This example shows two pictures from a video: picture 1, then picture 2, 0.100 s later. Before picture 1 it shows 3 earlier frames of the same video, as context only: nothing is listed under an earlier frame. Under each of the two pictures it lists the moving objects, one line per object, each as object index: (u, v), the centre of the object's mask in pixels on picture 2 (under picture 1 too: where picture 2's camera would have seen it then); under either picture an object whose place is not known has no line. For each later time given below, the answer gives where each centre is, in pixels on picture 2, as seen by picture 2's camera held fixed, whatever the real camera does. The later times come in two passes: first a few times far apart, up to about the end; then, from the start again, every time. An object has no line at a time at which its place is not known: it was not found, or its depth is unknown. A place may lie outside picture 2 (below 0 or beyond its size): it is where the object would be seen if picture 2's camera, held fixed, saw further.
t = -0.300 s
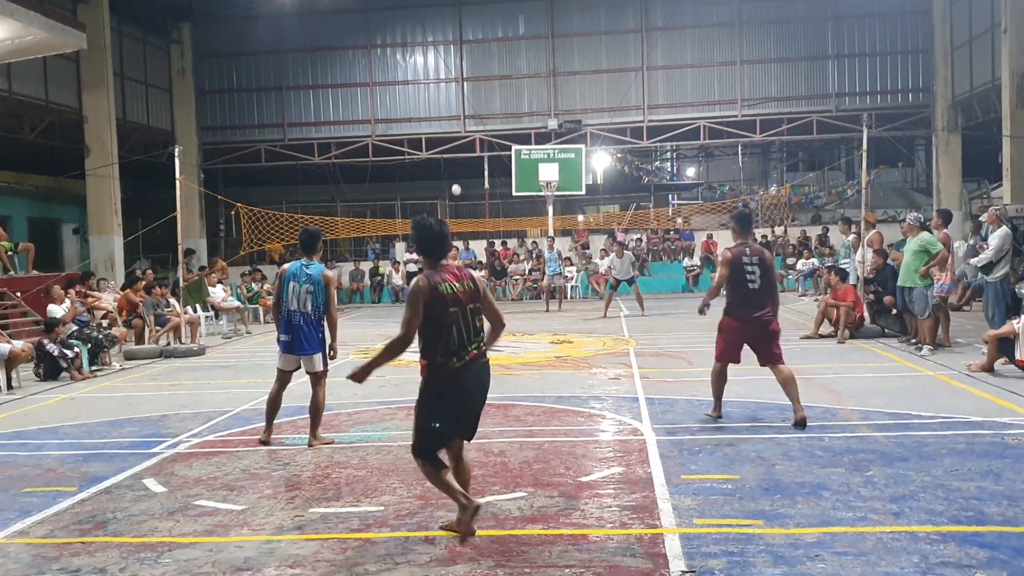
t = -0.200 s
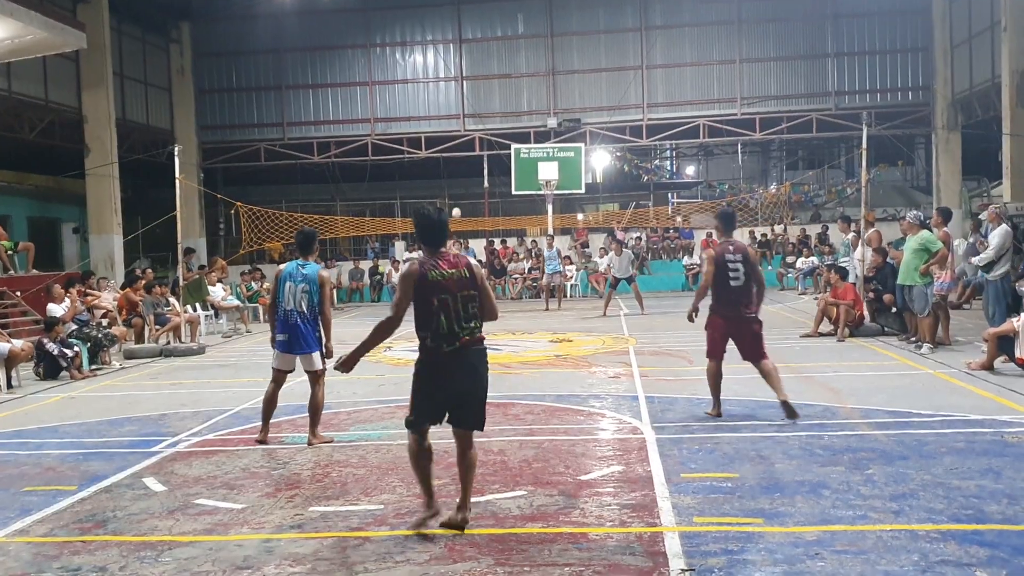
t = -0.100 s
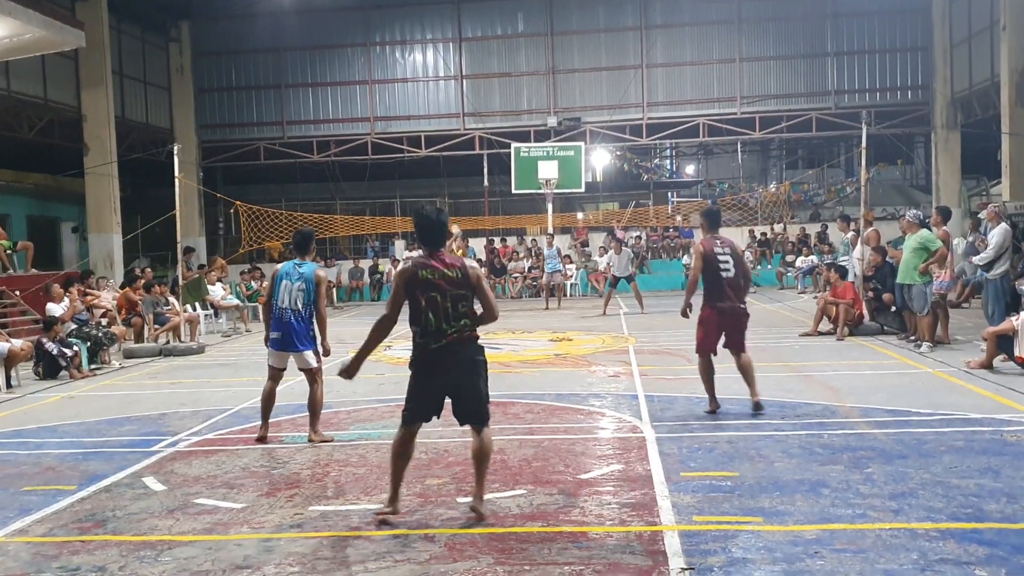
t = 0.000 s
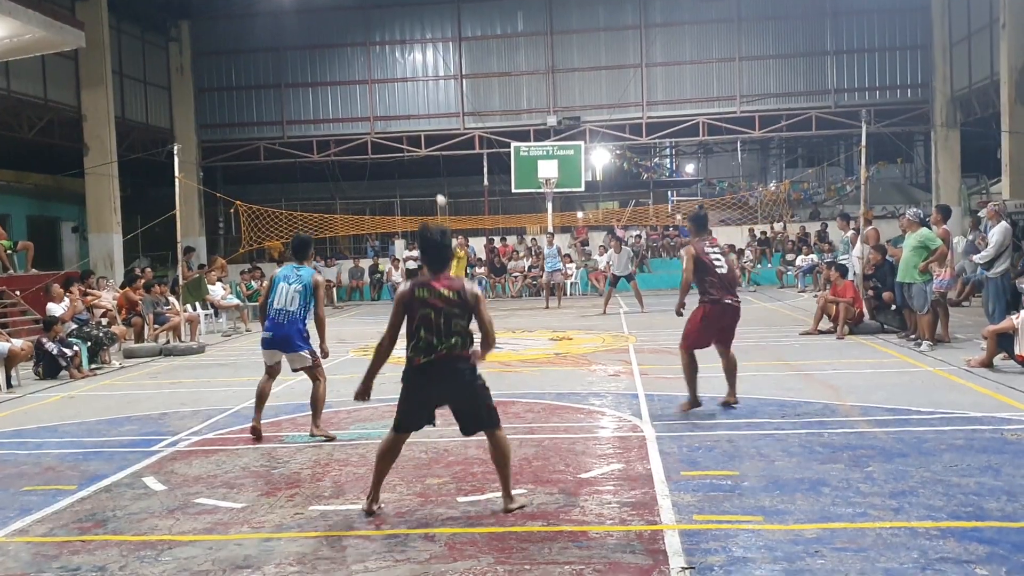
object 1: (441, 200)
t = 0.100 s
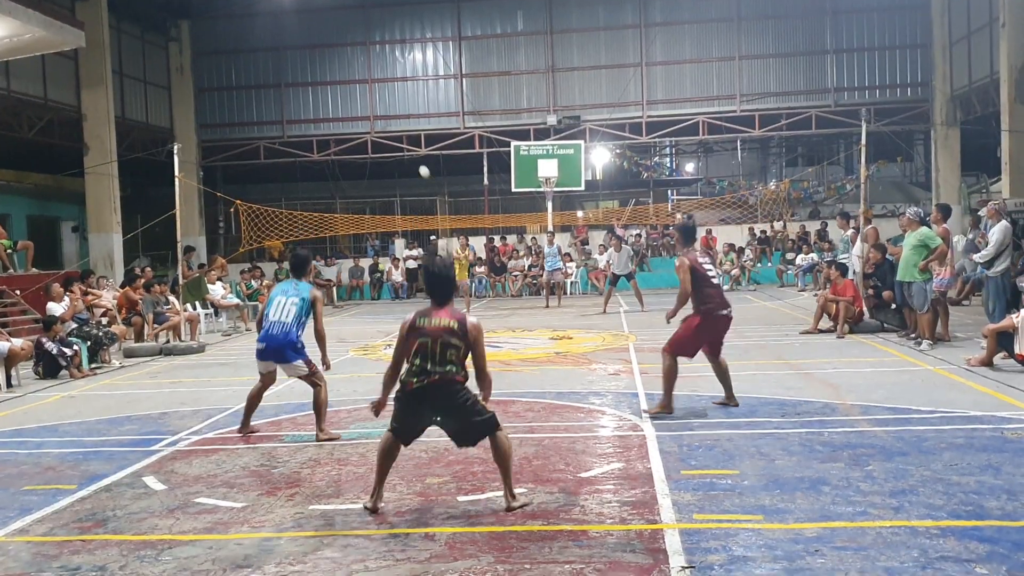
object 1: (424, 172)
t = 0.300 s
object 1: (383, 123)
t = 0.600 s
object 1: (298, 84)
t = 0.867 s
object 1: (170, 118)
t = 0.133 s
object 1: (418, 163)
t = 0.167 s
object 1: (412, 154)
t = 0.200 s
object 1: (405, 146)
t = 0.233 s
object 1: (398, 138)
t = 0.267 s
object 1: (390, 130)
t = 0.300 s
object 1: (383, 123)
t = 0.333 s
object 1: (375, 116)
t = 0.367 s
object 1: (367, 110)
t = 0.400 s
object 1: (358, 104)
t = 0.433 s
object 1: (350, 99)
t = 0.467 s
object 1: (340, 95)
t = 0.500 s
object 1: (330, 91)
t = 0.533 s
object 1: (320, 88)
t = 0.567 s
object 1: (309, 85)
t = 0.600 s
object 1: (298, 84)
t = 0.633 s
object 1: (285, 84)
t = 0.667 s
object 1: (272, 85)
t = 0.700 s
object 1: (258, 86)
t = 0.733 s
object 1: (243, 90)
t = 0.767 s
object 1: (226, 94)
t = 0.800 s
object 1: (209, 100)
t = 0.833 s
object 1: (191, 108)
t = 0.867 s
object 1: (170, 118)
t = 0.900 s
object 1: (149, 132)
